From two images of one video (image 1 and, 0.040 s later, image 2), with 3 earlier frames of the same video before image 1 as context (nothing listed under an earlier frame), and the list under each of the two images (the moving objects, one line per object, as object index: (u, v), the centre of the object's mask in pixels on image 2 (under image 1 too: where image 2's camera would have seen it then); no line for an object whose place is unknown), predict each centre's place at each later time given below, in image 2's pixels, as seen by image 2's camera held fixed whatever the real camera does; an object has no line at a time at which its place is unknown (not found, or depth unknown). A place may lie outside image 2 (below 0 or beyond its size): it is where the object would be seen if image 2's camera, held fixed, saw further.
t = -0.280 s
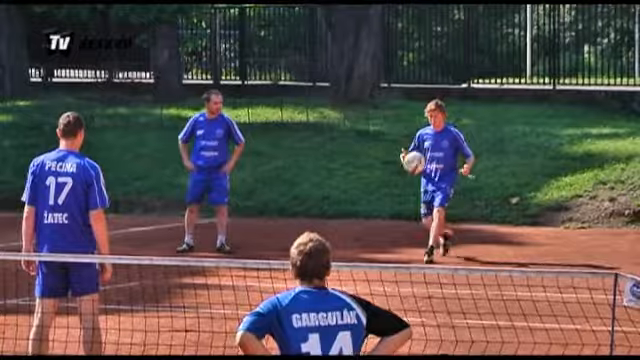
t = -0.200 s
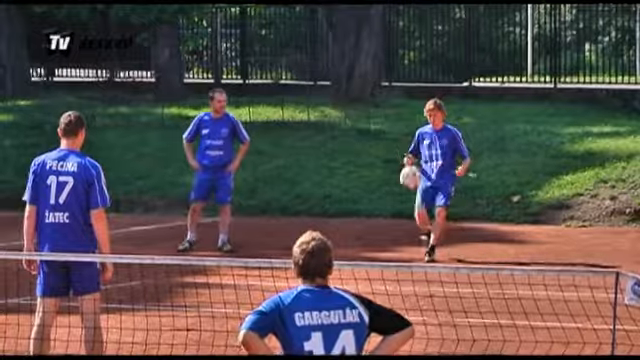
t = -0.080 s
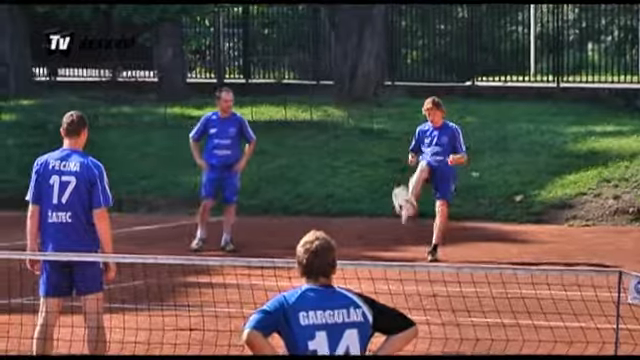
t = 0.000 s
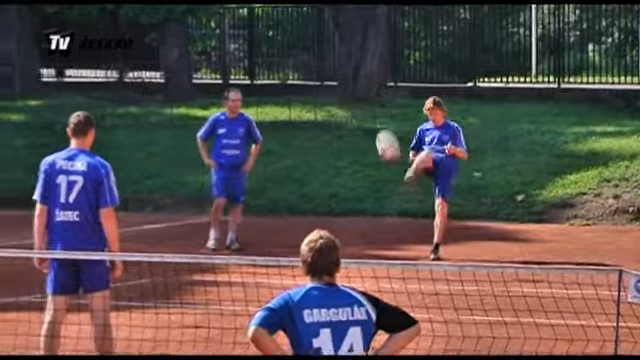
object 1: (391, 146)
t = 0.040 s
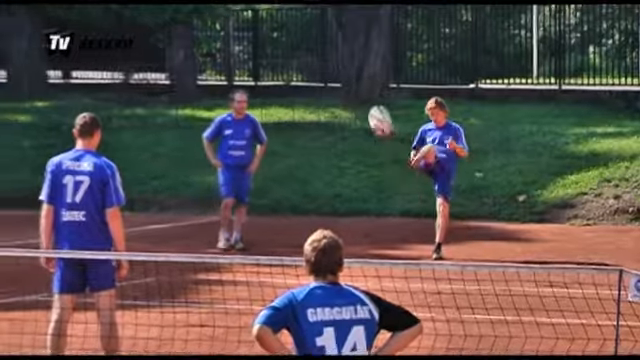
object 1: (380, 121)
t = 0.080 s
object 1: (369, 96)
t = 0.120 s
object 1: (358, 74)
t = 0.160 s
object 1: (347, 53)
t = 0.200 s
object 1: (336, 34)
